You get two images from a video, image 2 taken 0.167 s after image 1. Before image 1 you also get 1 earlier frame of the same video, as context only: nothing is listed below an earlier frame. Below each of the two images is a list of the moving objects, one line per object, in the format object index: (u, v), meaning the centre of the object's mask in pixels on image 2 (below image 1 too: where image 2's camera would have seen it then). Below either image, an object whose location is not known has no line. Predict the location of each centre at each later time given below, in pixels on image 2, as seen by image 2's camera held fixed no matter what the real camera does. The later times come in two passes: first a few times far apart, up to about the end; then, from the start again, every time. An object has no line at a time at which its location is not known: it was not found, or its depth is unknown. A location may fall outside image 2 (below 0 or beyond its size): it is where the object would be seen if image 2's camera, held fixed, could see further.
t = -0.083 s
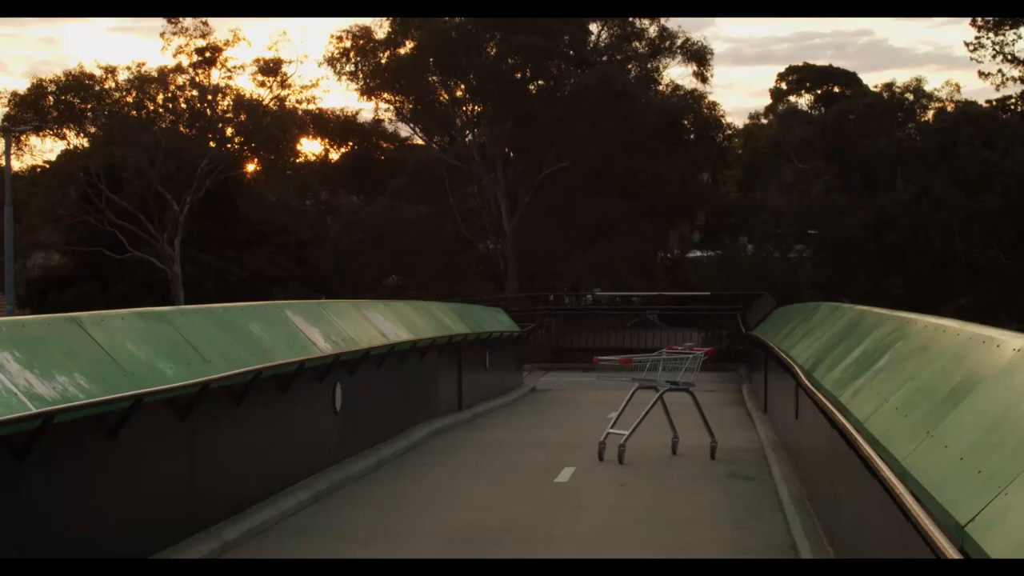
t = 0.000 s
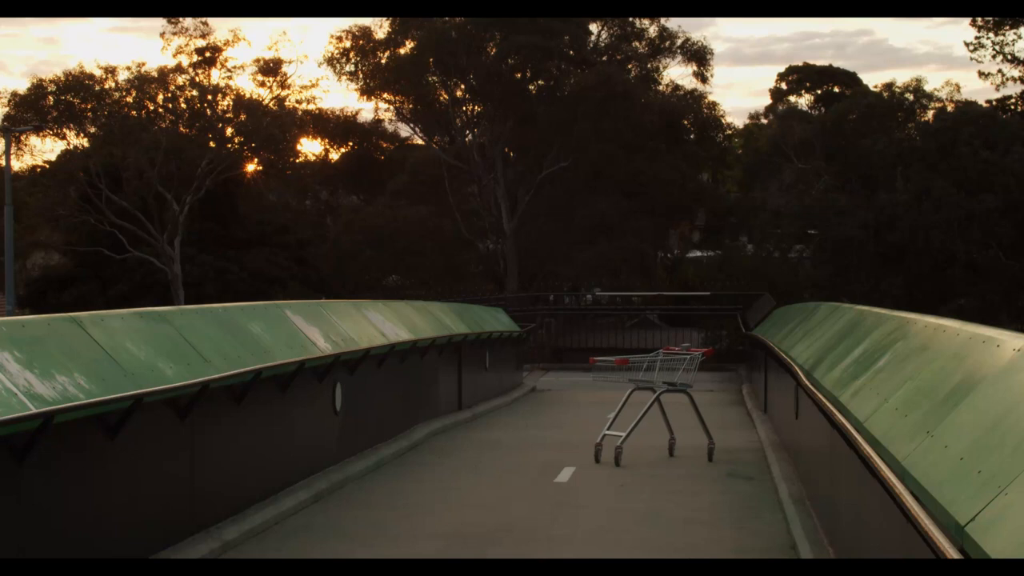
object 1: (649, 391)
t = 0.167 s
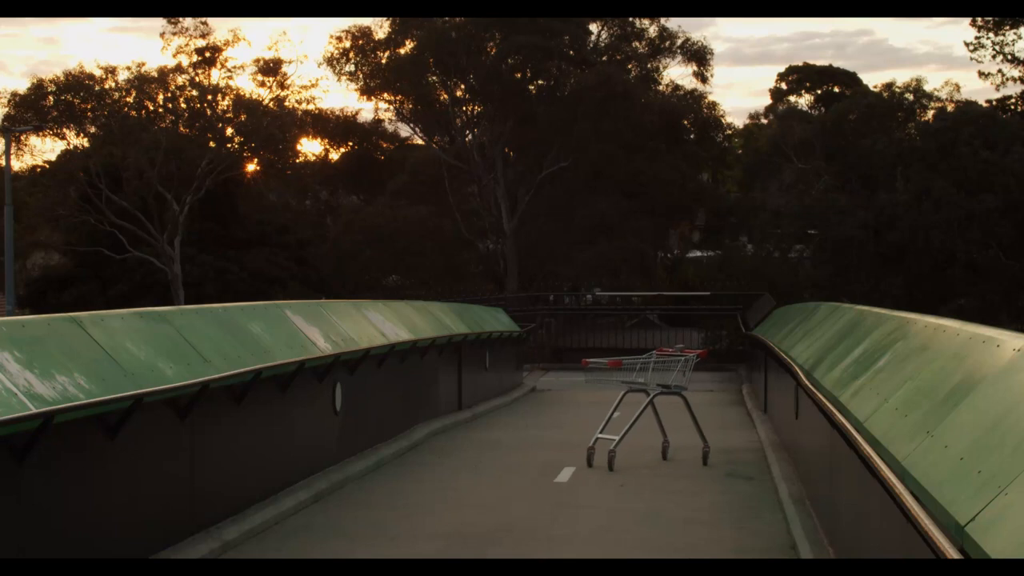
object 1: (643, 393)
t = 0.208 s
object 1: (641, 394)
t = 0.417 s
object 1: (632, 397)
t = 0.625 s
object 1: (622, 401)
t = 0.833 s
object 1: (612, 404)
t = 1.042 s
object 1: (601, 408)
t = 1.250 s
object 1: (591, 412)
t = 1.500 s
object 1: (577, 417)
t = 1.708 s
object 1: (565, 420)
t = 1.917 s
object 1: (552, 424)
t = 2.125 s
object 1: (538, 429)
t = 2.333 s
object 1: (525, 434)
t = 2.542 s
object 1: (510, 439)
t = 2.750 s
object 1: (494, 444)
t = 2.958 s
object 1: (479, 448)
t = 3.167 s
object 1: (463, 452)
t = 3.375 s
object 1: (447, 455)
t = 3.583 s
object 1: (430, 459)
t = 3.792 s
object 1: (411, 463)
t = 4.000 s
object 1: (399, 454)
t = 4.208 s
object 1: (380, 457)
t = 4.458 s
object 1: (355, 462)
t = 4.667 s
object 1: (333, 468)
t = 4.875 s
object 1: (310, 469)
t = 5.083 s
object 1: (287, 474)
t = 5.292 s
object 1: (263, 479)
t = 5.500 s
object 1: (238, 485)
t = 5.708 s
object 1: (211, 492)
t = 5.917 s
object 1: (184, 499)
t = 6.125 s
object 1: (156, 505)
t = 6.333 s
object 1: (138, 507)
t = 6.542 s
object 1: (123, 509)
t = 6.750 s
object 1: (108, 511)
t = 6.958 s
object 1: (93, 514)
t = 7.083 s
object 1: (84, 516)
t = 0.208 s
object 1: (641, 394)
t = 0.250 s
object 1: (639, 394)
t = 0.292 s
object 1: (637, 395)
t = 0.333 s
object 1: (636, 396)
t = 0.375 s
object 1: (634, 396)
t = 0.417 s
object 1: (632, 397)
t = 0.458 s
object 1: (630, 398)
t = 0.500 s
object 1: (628, 398)
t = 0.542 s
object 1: (626, 399)
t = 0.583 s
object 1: (624, 400)
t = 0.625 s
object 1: (622, 401)
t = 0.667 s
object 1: (620, 402)
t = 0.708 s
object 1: (618, 402)
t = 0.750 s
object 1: (616, 403)
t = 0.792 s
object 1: (614, 403)
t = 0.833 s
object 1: (612, 404)
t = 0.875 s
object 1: (610, 405)
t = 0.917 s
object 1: (607, 406)
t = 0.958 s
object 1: (605, 406)
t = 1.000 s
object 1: (603, 407)
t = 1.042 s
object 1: (601, 408)
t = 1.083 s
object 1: (600, 409)
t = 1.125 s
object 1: (597, 410)
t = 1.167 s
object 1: (595, 411)
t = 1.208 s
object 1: (593, 411)
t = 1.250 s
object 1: (591, 412)
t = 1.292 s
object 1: (589, 413)
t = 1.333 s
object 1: (586, 414)
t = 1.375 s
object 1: (584, 414)
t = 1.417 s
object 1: (582, 415)
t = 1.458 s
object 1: (580, 415)
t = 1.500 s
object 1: (577, 417)
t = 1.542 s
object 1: (575, 417)
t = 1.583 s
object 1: (572, 418)
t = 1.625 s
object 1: (569, 419)
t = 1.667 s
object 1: (568, 420)
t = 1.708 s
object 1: (565, 420)
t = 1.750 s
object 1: (563, 422)
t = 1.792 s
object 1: (560, 422)
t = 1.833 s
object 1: (558, 423)
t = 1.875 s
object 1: (555, 424)
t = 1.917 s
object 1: (552, 424)
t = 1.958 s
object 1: (549, 425)
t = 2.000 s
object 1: (546, 427)
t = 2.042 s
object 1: (543, 427)
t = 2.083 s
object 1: (541, 428)
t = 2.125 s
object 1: (538, 429)
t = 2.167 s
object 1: (535, 430)
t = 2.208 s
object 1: (532, 431)
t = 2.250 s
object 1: (530, 432)
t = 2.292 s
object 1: (527, 433)
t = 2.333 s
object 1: (525, 434)
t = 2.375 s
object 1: (522, 435)
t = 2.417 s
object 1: (519, 436)
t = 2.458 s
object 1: (516, 436)
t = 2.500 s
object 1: (513, 437)
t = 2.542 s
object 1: (510, 439)
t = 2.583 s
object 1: (506, 439)
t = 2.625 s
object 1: (503, 440)
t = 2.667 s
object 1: (500, 442)
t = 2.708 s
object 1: (497, 442)
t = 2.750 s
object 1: (494, 444)
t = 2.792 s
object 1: (491, 445)
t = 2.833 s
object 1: (488, 445)
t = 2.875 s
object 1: (485, 446)
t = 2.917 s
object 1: (482, 447)
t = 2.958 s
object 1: (479, 448)
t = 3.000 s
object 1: (476, 448)
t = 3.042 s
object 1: (472, 449)
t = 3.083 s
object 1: (469, 450)
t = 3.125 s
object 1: (466, 451)
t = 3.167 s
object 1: (463, 452)
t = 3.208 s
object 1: (460, 452)
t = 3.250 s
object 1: (457, 453)
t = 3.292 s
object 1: (453, 454)
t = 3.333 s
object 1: (450, 454)
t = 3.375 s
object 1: (447, 455)
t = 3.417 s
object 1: (443, 456)
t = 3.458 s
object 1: (440, 456)
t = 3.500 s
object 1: (437, 457)
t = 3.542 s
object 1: (433, 458)
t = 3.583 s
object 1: (430, 459)
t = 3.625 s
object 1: (426, 460)
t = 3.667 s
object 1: (422, 460)
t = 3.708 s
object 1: (418, 461)
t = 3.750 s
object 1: (415, 462)
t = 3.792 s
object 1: (411, 463)
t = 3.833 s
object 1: (407, 464)
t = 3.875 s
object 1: (403, 464)
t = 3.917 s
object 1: (399, 465)
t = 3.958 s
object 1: (402, 454)
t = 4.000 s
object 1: (399, 454)
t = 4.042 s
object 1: (395, 454)
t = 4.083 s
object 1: (392, 455)
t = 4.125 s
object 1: (388, 455)
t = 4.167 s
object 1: (384, 456)
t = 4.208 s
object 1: (380, 457)
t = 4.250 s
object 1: (376, 458)
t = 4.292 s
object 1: (372, 458)
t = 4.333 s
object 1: (367, 459)
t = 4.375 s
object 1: (363, 460)
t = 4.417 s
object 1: (359, 461)
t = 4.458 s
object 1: (355, 462)
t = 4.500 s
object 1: (350, 464)
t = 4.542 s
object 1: (346, 465)
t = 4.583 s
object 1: (342, 466)
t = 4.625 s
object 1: (337, 467)
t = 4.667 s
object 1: (333, 468)
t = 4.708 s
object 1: (328, 469)
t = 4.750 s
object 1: (324, 470)
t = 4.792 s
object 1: (319, 467)
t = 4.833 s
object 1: (314, 468)
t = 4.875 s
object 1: (310, 469)
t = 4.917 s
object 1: (305, 470)
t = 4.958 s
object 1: (301, 471)
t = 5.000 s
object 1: (296, 472)
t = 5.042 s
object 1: (291, 473)
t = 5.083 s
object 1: (287, 474)
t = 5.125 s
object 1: (282, 475)
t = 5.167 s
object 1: (277, 476)
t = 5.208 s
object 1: (272, 477)
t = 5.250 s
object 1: (267, 478)
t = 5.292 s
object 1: (263, 479)
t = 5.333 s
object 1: (257, 480)
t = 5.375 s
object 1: (253, 481)
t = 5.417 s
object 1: (247, 483)
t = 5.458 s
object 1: (242, 484)
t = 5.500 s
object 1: (238, 485)
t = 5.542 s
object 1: (232, 486)
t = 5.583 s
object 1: (227, 488)
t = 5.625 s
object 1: (222, 489)
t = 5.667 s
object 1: (216, 491)
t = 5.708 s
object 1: (211, 492)
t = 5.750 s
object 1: (206, 494)
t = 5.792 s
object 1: (200, 495)
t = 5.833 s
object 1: (195, 496)
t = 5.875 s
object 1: (189, 497)
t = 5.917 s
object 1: (184, 499)
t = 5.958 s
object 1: (178, 500)
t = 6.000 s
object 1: (173, 502)
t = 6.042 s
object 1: (167, 503)
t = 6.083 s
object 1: (161, 504)
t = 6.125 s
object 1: (156, 505)
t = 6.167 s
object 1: (151, 506)
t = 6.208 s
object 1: (146, 506)
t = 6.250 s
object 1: (143, 507)
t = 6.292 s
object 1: (140, 507)
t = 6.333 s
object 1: (138, 507)
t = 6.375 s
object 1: (134, 508)
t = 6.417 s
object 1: (132, 508)
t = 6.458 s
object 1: (129, 508)
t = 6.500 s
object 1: (126, 509)
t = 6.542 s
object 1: (123, 509)
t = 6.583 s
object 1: (120, 510)
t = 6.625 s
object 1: (117, 510)
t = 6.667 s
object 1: (114, 510)
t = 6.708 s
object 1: (111, 511)
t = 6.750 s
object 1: (108, 511)
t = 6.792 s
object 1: (105, 512)
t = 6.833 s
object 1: (102, 512)
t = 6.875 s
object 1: (99, 513)
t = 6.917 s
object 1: (96, 513)
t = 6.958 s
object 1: (93, 514)
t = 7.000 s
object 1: (89, 514)
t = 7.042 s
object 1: (87, 515)
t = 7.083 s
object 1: (84, 516)
